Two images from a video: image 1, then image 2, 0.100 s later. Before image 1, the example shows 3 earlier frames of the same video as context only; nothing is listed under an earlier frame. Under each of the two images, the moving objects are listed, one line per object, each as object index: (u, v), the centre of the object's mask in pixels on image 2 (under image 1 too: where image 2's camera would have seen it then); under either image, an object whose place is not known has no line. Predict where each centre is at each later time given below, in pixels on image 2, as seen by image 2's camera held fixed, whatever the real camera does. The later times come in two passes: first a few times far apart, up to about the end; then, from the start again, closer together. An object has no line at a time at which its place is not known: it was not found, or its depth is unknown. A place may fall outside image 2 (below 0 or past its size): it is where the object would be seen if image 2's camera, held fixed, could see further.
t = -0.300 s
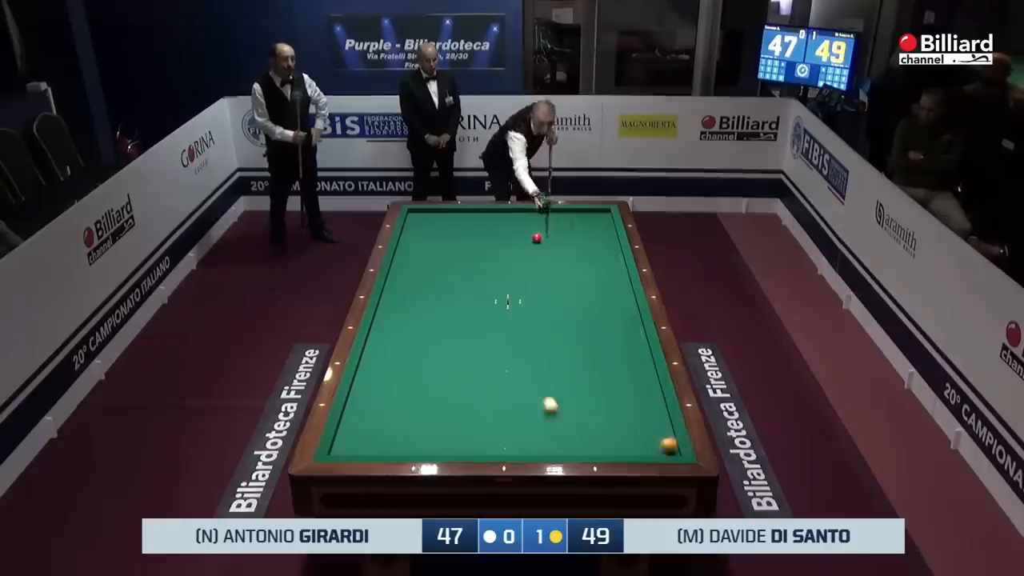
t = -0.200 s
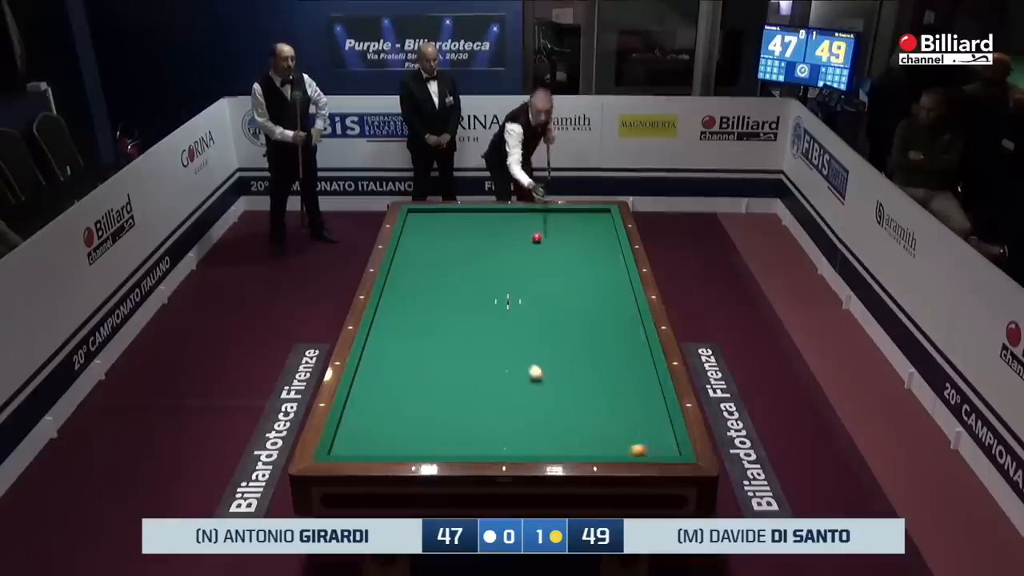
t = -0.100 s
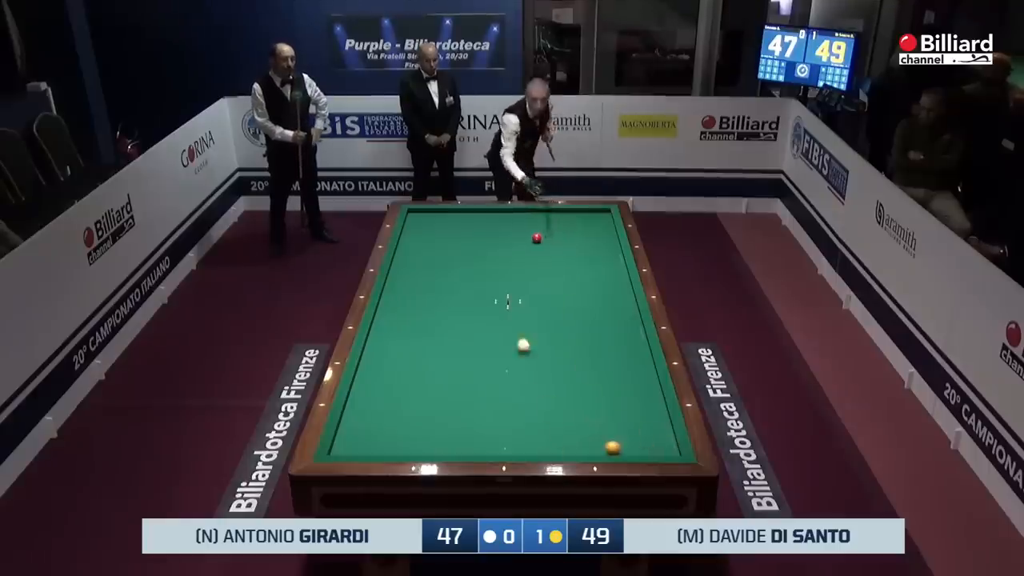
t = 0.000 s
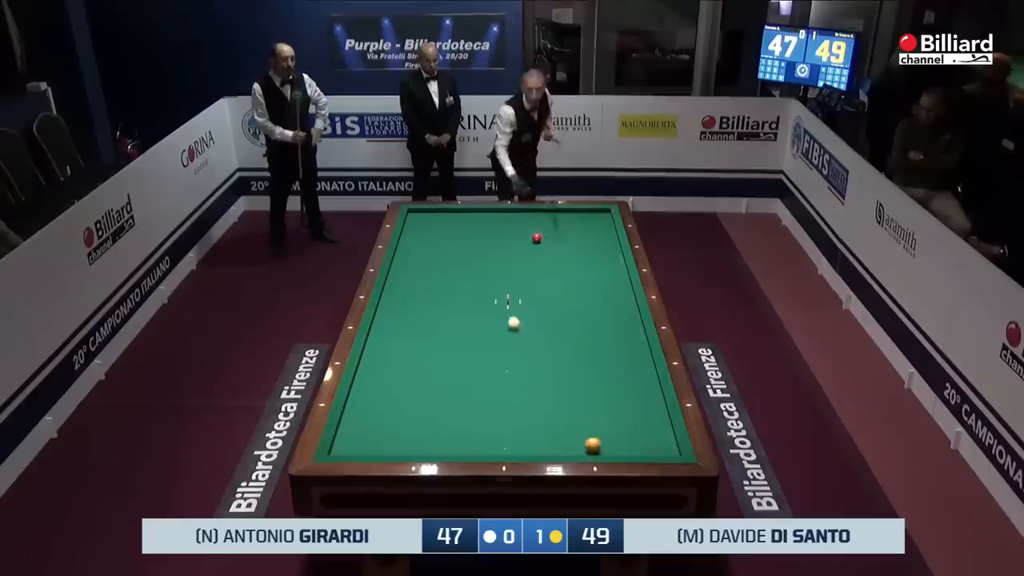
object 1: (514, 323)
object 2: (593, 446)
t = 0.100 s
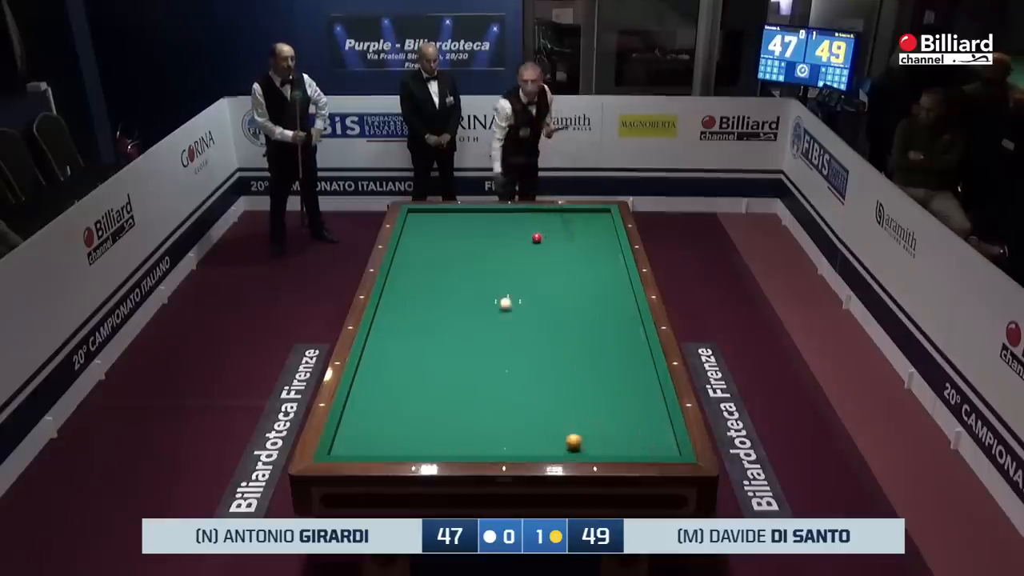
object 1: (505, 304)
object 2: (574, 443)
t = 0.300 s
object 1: (491, 271)
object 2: (537, 436)
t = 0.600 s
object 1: (474, 231)
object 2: (484, 427)
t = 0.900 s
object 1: (464, 218)
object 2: (434, 417)
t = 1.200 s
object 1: (462, 241)
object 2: (386, 409)
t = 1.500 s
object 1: (460, 262)
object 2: (360, 400)
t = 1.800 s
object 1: (457, 285)
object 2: (390, 392)
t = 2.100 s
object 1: (454, 310)
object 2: (417, 383)
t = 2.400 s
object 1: (450, 339)
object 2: (442, 375)
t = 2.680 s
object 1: (447, 368)
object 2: (464, 368)
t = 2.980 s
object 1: (443, 403)
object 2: (487, 361)
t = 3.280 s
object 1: (439, 443)
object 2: (508, 355)
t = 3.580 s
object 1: (442, 432)
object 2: (527, 349)
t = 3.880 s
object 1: (446, 410)
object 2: (546, 343)
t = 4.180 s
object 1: (449, 390)
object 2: (563, 337)
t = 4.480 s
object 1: (452, 372)
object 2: (579, 332)
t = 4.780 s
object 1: (455, 355)
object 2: (595, 327)
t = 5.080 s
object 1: (457, 340)
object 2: (609, 322)
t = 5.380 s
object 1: (460, 327)
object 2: (622, 318)
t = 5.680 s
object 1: (462, 314)
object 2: (635, 314)
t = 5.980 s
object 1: (464, 302)
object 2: (627, 312)
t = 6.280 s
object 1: (466, 292)
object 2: (620, 310)
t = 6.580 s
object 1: (467, 283)
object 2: (613, 308)
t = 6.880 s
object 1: (469, 274)
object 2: (608, 306)
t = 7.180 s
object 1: (470, 266)
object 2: (603, 305)
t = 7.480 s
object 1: (472, 258)
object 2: (599, 304)
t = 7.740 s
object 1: (473, 252)
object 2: (596, 303)
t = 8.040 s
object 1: (475, 245)
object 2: (593, 302)
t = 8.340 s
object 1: (476, 239)
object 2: (591, 301)
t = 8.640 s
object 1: (477, 233)
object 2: (590, 301)
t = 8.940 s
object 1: (478, 228)
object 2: (589, 301)
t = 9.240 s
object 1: (479, 224)
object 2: (589, 301)
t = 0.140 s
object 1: (503, 297)
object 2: (566, 441)
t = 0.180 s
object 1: (499, 290)
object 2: (559, 440)
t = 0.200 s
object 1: (498, 287)
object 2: (555, 439)
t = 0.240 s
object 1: (495, 281)
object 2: (548, 438)
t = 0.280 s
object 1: (492, 274)
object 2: (540, 436)
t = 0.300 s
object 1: (491, 271)
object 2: (537, 436)
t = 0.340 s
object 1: (489, 266)
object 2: (530, 435)
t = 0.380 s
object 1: (486, 260)
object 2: (523, 433)
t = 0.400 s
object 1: (485, 257)
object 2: (519, 433)
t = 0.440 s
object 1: (483, 252)
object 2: (512, 432)
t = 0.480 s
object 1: (481, 246)
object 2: (505, 430)
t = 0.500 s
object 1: (480, 243)
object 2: (501, 430)
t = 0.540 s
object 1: (477, 239)
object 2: (494, 428)
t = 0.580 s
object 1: (475, 233)
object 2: (487, 427)
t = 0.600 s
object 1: (474, 231)
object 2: (484, 427)
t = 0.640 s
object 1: (472, 226)
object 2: (477, 425)
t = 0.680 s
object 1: (470, 222)
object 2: (470, 424)
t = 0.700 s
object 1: (469, 219)
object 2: (467, 423)
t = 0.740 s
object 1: (467, 215)
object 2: (460, 422)
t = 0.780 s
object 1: (465, 210)
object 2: (454, 421)
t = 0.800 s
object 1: (465, 210)
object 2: (450, 420)
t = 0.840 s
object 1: (465, 213)
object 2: (443, 419)
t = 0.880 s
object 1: (465, 217)
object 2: (437, 418)
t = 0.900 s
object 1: (464, 218)
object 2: (434, 417)
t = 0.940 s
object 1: (464, 222)
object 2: (427, 416)
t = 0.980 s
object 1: (464, 225)
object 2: (421, 415)
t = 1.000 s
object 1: (463, 227)
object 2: (418, 414)
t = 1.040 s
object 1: (463, 230)
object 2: (411, 413)
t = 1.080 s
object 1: (463, 233)
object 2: (405, 412)
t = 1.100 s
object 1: (463, 235)
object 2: (402, 412)
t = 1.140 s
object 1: (463, 237)
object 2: (395, 410)
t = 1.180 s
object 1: (462, 240)
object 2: (389, 409)
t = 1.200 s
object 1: (462, 241)
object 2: (386, 409)
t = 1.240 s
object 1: (461, 244)
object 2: (380, 408)
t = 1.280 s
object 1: (461, 247)
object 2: (374, 407)
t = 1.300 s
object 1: (462, 248)
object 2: (371, 406)
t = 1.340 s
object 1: (461, 251)
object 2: (365, 405)
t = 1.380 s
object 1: (460, 254)
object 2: (359, 404)
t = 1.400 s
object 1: (460, 255)
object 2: (356, 403)
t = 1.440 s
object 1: (460, 258)
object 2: (353, 402)
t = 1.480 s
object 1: (460, 261)
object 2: (358, 401)
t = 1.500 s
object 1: (460, 262)
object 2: (360, 400)
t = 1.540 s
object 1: (459, 265)
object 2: (364, 399)
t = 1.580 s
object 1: (459, 268)
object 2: (369, 398)
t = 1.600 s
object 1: (459, 270)
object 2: (370, 398)
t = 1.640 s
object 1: (458, 272)
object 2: (374, 396)
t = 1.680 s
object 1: (458, 276)
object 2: (378, 395)
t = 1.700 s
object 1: (458, 277)
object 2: (380, 394)
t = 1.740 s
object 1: (457, 280)
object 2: (384, 393)
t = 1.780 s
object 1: (457, 283)
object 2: (388, 392)
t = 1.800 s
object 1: (457, 285)
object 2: (390, 392)
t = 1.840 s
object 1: (456, 288)
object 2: (393, 390)
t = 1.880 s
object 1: (456, 291)
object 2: (397, 389)
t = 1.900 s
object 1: (456, 293)
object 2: (399, 389)
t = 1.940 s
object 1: (455, 296)
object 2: (402, 387)
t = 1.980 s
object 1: (455, 300)
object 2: (406, 386)
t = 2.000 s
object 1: (455, 302)
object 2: (408, 386)
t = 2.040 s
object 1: (454, 305)
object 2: (411, 385)
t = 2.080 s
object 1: (454, 309)
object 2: (415, 384)
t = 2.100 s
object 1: (454, 310)
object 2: (417, 383)
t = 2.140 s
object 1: (454, 314)
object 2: (420, 382)
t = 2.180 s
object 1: (453, 317)
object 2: (424, 381)
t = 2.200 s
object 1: (453, 319)
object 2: (425, 380)
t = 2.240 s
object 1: (452, 323)
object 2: (429, 379)
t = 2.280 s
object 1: (452, 327)
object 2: (432, 378)
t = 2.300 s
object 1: (452, 329)
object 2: (434, 378)
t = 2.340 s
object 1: (451, 333)
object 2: (437, 377)
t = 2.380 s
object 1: (451, 337)
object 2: (440, 376)
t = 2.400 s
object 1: (450, 339)
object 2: (442, 375)
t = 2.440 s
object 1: (450, 342)
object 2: (445, 374)
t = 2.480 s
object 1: (450, 346)
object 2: (449, 373)
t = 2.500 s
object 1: (449, 349)
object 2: (450, 373)
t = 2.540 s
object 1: (449, 353)
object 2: (453, 372)
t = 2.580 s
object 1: (448, 357)
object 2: (456, 371)
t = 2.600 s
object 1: (448, 359)
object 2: (458, 371)
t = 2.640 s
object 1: (447, 363)
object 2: (461, 369)
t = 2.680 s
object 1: (447, 368)
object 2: (464, 368)
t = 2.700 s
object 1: (447, 370)
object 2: (466, 368)
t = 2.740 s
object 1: (447, 375)
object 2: (469, 367)
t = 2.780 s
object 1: (446, 379)
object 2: (472, 366)
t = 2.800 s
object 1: (446, 381)
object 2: (473, 366)
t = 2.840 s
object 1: (445, 386)
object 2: (476, 365)
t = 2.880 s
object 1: (445, 391)
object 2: (479, 364)
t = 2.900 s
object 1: (445, 393)
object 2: (481, 363)
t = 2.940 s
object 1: (444, 398)
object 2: (484, 362)
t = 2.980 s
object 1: (443, 403)
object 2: (487, 361)
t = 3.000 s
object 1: (443, 406)
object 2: (488, 361)
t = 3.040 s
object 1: (442, 411)
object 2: (491, 360)
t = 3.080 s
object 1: (442, 416)
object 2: (494, 359)
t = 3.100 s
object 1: (442, 419)
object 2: (495, 359)
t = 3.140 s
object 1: (441, 424)
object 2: (498, 358)
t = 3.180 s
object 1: (441, 429)
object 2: (501, 357)
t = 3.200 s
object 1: (440, 432)
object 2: (502, 357)
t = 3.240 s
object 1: (440, 437)
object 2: (505, 356)
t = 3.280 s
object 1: (439, 443)
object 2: (508, 355)
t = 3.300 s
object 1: (439, 445)
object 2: (509, 355)
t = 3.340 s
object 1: (438, 449)
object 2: (512, 354)
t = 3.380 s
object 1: (439, 448)
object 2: (514, 353)
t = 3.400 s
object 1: (439, 446)
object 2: (516, 352)
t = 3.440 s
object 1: (439, 444)
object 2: (518, 352)
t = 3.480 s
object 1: (440, 440)
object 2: (521, 351)
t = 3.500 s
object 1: (440, 438)
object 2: (522, 351)
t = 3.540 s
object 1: (441, 435)
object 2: (525, 350)
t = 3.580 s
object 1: (442, 432)
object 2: (527, 349)
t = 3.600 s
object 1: (442, 431)
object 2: (529, 348)
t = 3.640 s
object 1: (443, 427)
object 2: (531, 348)
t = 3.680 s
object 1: (443, 424)
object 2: (534, 347)
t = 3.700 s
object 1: (443, 423)
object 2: (535, 346)
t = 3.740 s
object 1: (444, 420)
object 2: (537, 346)
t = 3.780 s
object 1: (444, 417)
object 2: (540, 345)
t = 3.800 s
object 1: (445, 415)
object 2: (541, 344)
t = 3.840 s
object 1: (445, 413)
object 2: (543, 343)
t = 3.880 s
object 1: (446, 410)
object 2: (546, 343)
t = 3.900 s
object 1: (446, 408)
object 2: (547, 342)
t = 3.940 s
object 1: (446, 406)
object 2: (549, 342)
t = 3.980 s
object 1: (447, 403)
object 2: (552, 341)
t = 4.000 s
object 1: (447, 401)
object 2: (553, 340)
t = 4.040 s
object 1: (448, 399)
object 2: (555, 340)
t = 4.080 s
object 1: (448, 396)
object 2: (557, 339)
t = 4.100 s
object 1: (448, 395)
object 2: (559, 338)
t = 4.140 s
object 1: (449, 392)
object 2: (561, 338)
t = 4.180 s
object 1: (449, 390)
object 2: (563, 337)
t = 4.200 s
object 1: (449, 388)
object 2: (565, 337)
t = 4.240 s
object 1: (450, 386)
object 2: (566, 336)
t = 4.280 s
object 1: (450, 384)
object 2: (569, 336)
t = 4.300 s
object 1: (450, 382)
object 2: (570, 335)
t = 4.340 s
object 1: (451, 380)
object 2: (572, 334)
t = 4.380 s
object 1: (451, 377)
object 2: (574, 333)
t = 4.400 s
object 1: (451, 376)
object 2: (575, 333)
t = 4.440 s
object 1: (452, 374)
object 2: (577, 332)
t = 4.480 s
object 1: (452, 372)
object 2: (579, 332)
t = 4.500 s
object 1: (453, 370)
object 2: (580, 332)
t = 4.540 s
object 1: (453, 368)
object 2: (582, 331)
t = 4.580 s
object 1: (453, 366)
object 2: (584, 330)
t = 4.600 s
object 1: (453, 365)
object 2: (586, 330)
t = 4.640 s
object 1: (454, 363)
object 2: (587, 329)
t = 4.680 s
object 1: (454, 360)
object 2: (590, 329)
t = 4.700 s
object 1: (454, 359)
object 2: (591, 328)
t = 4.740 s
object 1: (455, 357)
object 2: (593, 328)
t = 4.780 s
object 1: (455, 355)
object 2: (595, 327)
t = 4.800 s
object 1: (455, 354)
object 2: (596, 327)
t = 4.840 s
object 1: (456, 352)
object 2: (597, 326)
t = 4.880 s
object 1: (456, 350)
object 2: (600, 325)
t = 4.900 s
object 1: (456, 349)
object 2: (600, 325)
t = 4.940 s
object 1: (456, 347)
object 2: (602, 325)
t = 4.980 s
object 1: (457, 345)
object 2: (604, 324)
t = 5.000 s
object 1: (457, 344)
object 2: (605, 324)
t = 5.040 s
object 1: (457, 342)
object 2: (607, 323)
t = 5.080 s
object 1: (457, 340)
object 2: (609, 322)
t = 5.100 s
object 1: (458, 339)
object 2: (610, 322)
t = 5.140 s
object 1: (458, 337)
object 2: (612, 322)
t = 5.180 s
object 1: (458, 335)
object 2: (613, 321)
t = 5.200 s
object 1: (458, 334)
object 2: (614, 321)
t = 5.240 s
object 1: (459, 333)
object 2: (616, 320)
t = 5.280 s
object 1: (459, 331)
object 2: (618, 320)
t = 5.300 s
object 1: (459, 330)
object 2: (619, 319)
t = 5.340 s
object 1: (459, 328)
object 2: (621, 319)
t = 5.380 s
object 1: (460, 327)
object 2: (622, 318)
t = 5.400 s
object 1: (460, 326)
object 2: (623, 318)
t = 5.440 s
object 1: (460, 324)
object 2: (625, 317)
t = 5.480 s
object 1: (460, 322)
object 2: (627, 317)
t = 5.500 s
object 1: (460, 321)
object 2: (628, 317)
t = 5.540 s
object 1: (461, 320)
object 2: (629, 316)
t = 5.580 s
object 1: (461, 318)
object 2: (631, 316)
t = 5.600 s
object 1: (461, 317)
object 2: (632, 315)
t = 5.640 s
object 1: (462, 315)
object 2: (633, 315)
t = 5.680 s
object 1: (462, 314)
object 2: (635, 314)
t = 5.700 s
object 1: (462, 313)
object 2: (634, 314)
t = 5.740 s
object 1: (462, 312)
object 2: (633, 314)
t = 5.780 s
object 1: (463, 310)
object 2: (632, 314)
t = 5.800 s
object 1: (463, 309)
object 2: (632, 313)
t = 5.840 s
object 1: (463, 308)
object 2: (631, 313)
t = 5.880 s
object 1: (463, 306)
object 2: (630, 313)
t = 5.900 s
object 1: (463, 306)
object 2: (629, 312)
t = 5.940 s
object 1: (463, 304)
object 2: (628, 312)
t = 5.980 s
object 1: (464, 302)
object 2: (627, 312)
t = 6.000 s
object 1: (464, 302)
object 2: (626, 312)
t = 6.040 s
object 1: (464, 300)
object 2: (625, 312)
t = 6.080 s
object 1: (464, 299)
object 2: (625, 311)
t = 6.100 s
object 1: (464, 298)
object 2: (624, 311)
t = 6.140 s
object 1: (465, 297)
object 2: (623, 311)
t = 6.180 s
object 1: (465, 296)
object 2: (622, 311)
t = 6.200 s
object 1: (465, 295)
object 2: (621, 310)
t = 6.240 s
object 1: (465, 293)
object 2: (620, 310)
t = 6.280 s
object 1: (466, 292)
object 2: (620, 310)
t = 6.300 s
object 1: (466, 292)
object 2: (619, 310)
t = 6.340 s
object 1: (466, 290)
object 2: (618, 310)
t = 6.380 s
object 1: (466, 289)
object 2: (617, 309)
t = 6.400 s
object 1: (466, 288)
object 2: (617, 309)
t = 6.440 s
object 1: (467, 287)
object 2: (616, 309)
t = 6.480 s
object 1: (467, 286)
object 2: (615, 308)
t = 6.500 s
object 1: (467, 285)
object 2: (615, 308)
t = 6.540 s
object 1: (467, 284)
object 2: (614, 308)
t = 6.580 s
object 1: (467, 283)
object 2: (613, 308)
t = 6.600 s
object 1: (467, 282)
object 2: (613, 308)
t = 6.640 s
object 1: (467, 281)
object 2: (612, 307)
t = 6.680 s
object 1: (468, 280)
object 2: (612, 307)
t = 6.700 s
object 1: (468, 279)
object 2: (611, 307)
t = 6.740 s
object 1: (468, 278)
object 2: (610, 307)
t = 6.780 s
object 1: (468, 277)
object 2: (610, 306)
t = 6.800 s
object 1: (468, 276)
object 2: (609, 306)
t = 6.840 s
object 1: (468, 275)
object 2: (609, 306)
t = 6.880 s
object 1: (469, 274)
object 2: (608, 306)
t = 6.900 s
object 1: (469, 273)
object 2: (607, 306)
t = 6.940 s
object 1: (469, 272)
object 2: (607, 306)
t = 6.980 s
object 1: (469, 271)
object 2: (606, 305)
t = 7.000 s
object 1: (469, 270)
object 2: (606, 305)
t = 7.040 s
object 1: (470, 269)
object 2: (605, 305)
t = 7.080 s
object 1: (470, 268)
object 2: (605, 305)
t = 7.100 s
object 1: (470, 268)
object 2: (604, 305)
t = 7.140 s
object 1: (470, 267)
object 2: (604, 305)
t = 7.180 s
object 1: (470, 266)
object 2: (603, 305)
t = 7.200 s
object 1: (470, 265)
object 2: (603, 305)
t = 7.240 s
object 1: (471, 264)
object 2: (602, 304)
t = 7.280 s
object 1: (471, 263)
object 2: (601, 304)
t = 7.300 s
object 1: (471, 262)
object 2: (601, 304)
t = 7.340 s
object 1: (471, 262)
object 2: (601, 304)
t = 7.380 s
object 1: (471, 260)
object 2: (600, 304)
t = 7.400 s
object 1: (471, 260)
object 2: (600, 304)
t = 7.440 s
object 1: (471, 259)
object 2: (600, 304)
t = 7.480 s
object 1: (472, 258)
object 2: (599, 304)
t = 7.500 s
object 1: (472, 257)
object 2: (599, 304)
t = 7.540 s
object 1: (472, 257)
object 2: (598, 303)
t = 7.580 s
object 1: (472, 256)
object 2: (598, 303)
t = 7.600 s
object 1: (472, 255)
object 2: (597, 303)
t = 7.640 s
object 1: (472, 254)
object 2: (597, 303)
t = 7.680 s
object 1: (473, 253)
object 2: (597, 303)
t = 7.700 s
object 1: (473, 253)
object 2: (597, 303)
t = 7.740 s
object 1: (473, 252)
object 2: (596, 303)
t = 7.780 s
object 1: (473, 251)
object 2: (596, 303)
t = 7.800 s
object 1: (473, 250)
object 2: (595, 302)
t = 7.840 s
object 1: (473, 249)
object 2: (595, 302)
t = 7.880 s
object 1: (474, 249)
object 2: (595, 302)
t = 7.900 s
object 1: (474, 248)
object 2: (594, 302)
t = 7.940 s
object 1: (474, 247)
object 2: (594, 302)
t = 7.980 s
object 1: (474, 247)
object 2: (594, 302)
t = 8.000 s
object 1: (474, 246)
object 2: (594, 302)
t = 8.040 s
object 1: (475, 245)
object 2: (593, 302)
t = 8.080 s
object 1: (475, 244)
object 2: (593, 302)
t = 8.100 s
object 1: (475, 244)
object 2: (593, 302)
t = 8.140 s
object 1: (475, 243)
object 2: (592, 302)
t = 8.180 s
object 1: (475, 242)
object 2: (592, 302)
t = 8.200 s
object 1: (475, 242)
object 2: (592, 302)
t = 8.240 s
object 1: (475, 241)
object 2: (592, 301)
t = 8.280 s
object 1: (475, 240)
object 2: (592, 301)
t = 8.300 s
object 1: (475, 240)
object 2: (592, 301)
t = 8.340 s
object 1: (476, 239)
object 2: (591, 301)
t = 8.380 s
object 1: (476, 238)
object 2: (591, 301)
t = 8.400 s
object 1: (476, 238)
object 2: (591, 301)
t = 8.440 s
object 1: (476, 237)
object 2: (591, 301)
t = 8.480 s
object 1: (476, 236)
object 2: (591, 301)
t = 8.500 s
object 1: (476, 236)
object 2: (590, 301)
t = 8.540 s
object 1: (476, 235)
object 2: (590, 301)
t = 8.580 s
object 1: (477, 235)
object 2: (590, 301)
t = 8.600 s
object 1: (477, 234)
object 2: (590, 301)
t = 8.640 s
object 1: (477, 233)
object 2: (590, 301)
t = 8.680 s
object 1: (477, 233)
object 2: (590, 301)
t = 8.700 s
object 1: (477, 232)
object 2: (590, 301)
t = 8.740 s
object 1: (477, 232)
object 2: (590, 301)
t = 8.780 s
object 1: (477, 231)
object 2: (590, 301)
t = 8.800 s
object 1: (477, 231)
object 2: (590, 301)
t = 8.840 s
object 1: (478, 230)
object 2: (590, 301)
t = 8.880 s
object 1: (478, 229)
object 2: (590, 301)
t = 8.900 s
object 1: (478, 229)
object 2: (590, 301)
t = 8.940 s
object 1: (478, 228)
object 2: (589, 301)
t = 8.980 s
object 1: (478, 228)
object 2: (589, 301)
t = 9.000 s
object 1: (479, 228)
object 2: (589, 301)
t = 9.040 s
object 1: (479, 227)
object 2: (589, 301)
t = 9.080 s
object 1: (479, 226)
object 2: (589, 301)
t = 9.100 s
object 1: (479, 226)
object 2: (589, 301)
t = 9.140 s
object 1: (479, 225)
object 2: (589, 301)
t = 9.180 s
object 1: (479, 225)
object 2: (589, 301)
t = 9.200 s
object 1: (479, 224)
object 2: (589, 301)
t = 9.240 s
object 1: (479, 224)
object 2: (589, 301)
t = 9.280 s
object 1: (480, 223)
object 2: (589, 301)
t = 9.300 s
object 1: (480, 223)
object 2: (589, 301)
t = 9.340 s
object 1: (480, 222)
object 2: (589, 301)
